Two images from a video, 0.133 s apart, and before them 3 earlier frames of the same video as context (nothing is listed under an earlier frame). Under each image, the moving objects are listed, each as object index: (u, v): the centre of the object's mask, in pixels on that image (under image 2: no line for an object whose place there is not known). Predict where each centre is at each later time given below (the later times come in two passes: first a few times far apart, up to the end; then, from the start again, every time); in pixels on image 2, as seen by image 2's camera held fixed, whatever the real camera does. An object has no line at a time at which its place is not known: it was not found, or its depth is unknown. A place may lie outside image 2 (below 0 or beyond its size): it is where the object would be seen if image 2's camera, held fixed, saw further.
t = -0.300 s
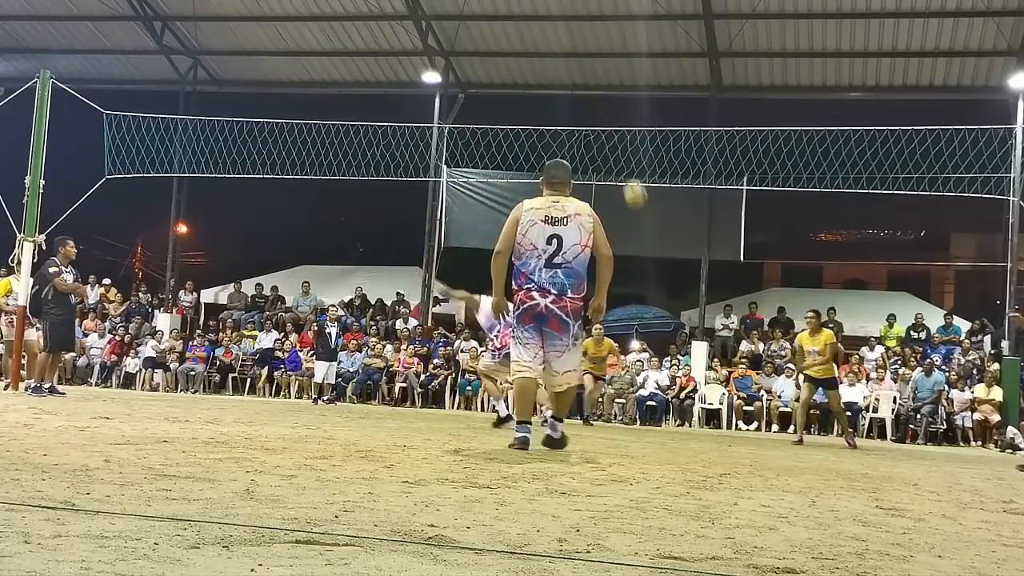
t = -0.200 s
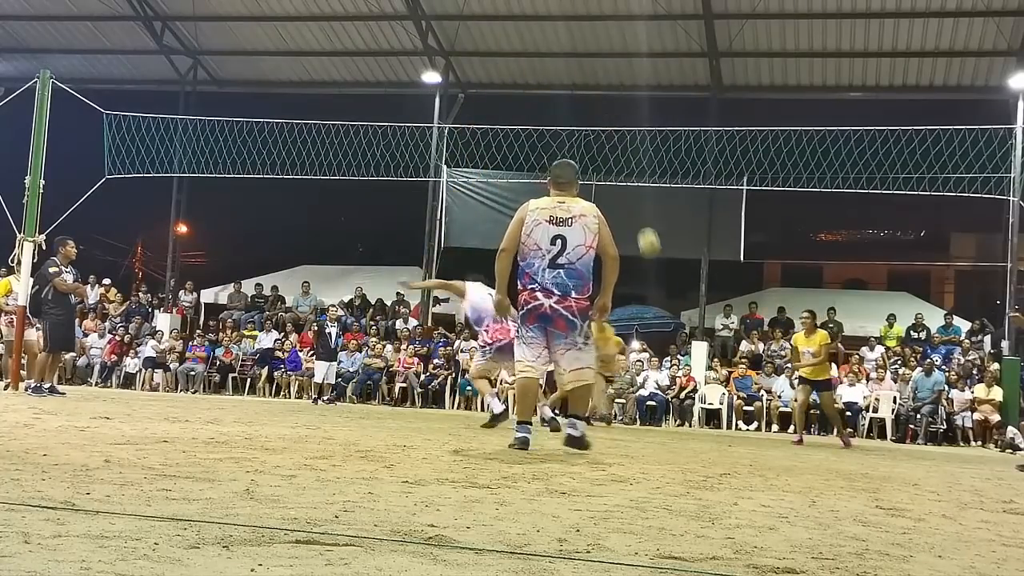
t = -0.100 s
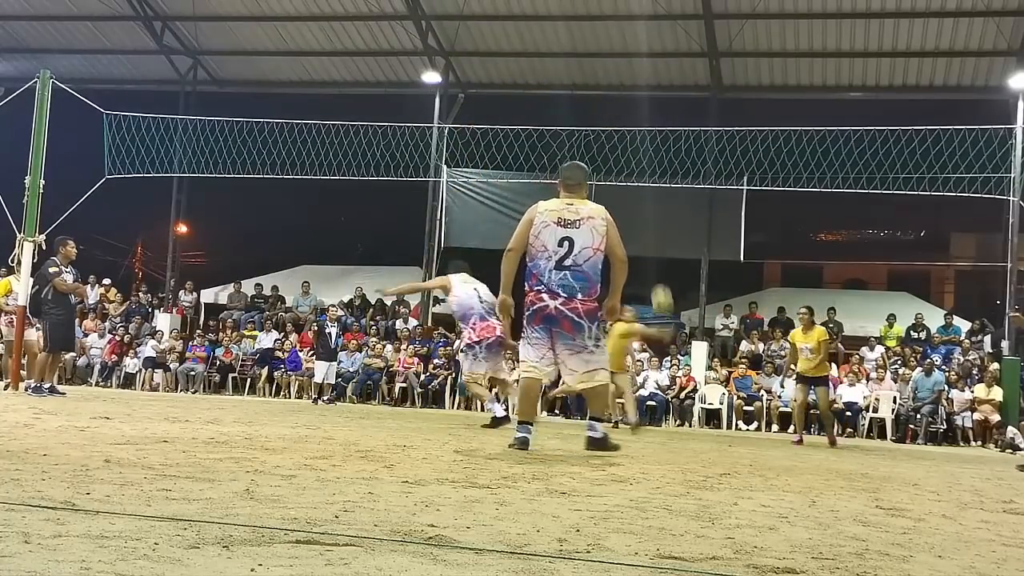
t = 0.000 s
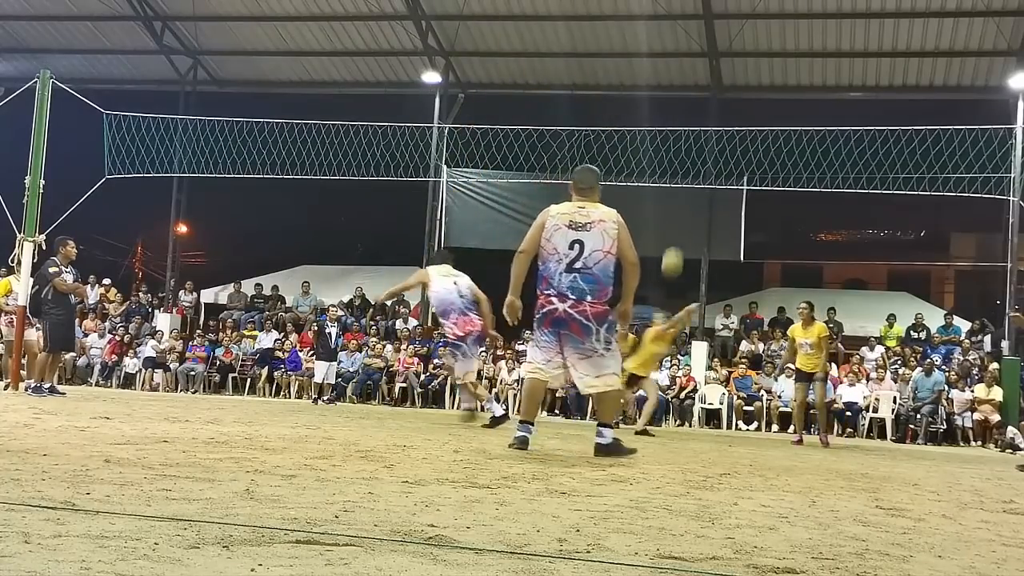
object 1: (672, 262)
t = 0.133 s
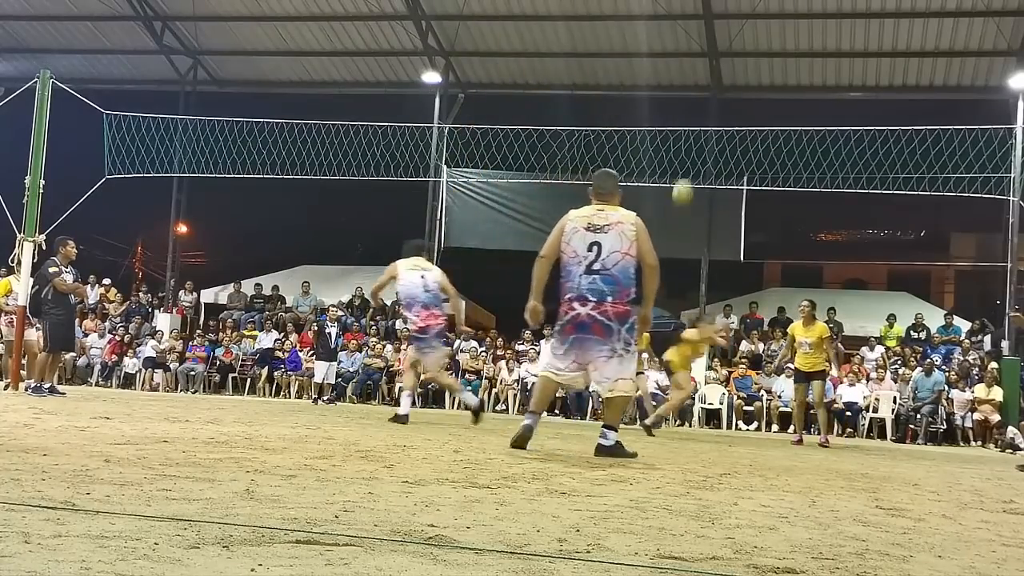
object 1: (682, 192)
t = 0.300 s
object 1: (694, 130)
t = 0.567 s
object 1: (708, 85)
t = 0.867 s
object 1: (719, 109)
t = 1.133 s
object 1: (727, 192)
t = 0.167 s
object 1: (685, 175)
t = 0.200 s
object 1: (687, 164)
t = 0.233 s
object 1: (690, 151)
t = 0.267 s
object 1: (692, 140)
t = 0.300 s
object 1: (694, 130)
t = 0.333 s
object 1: (696, 118)
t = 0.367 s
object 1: (698, 113)
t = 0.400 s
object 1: (700, 105)
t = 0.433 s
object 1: (701, 99)
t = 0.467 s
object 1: (703, 94)
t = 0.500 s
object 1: (705, 90)
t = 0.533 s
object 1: (707, 87)
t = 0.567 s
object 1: (708, 85)
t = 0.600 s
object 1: (709, 84)
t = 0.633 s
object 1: (711, 84)
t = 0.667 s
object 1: (712, 85)
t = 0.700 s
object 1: (714, 86)
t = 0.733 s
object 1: (715, 89)
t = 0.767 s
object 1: (716, 92)
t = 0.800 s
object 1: (717, 97)
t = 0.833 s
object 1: (718, 103)
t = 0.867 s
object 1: (719, 109)
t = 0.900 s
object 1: (720, 116)
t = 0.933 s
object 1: (721, 123)
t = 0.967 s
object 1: (722, 133)
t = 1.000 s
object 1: (723, 144)
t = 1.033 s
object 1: (723, 155)
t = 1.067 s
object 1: (724, 167)
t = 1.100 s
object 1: (724, 178)
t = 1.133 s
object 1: (727, 192)
